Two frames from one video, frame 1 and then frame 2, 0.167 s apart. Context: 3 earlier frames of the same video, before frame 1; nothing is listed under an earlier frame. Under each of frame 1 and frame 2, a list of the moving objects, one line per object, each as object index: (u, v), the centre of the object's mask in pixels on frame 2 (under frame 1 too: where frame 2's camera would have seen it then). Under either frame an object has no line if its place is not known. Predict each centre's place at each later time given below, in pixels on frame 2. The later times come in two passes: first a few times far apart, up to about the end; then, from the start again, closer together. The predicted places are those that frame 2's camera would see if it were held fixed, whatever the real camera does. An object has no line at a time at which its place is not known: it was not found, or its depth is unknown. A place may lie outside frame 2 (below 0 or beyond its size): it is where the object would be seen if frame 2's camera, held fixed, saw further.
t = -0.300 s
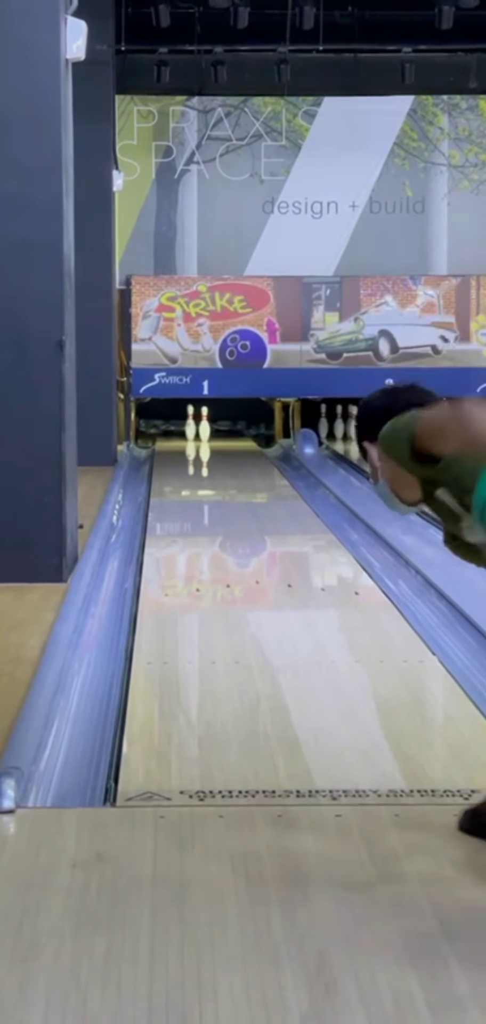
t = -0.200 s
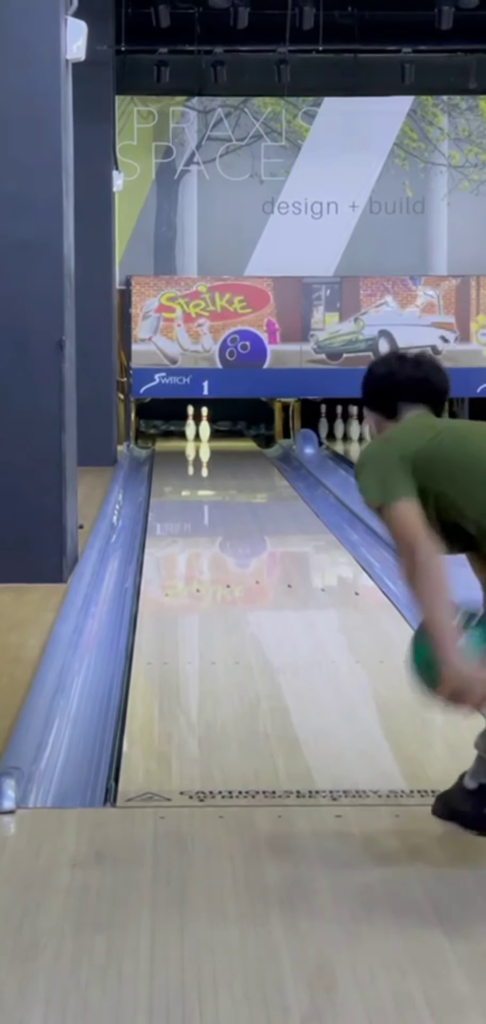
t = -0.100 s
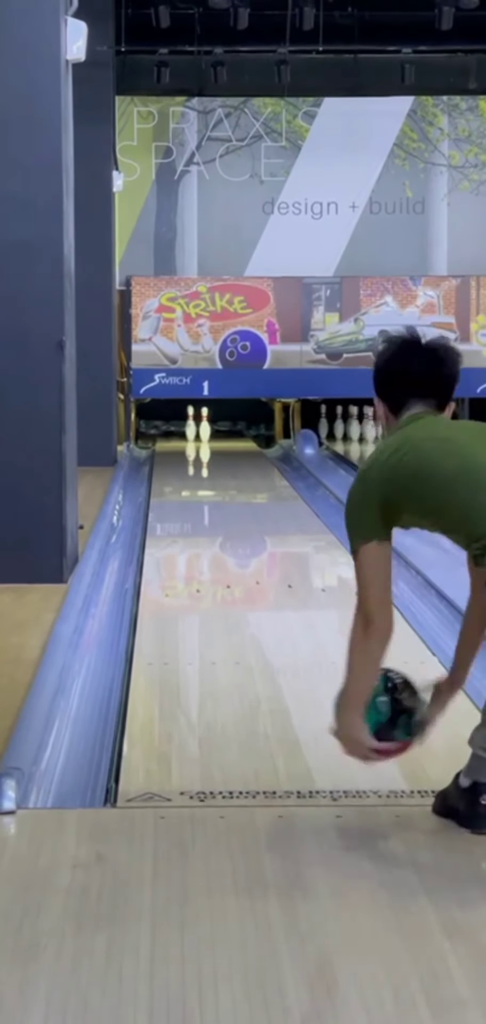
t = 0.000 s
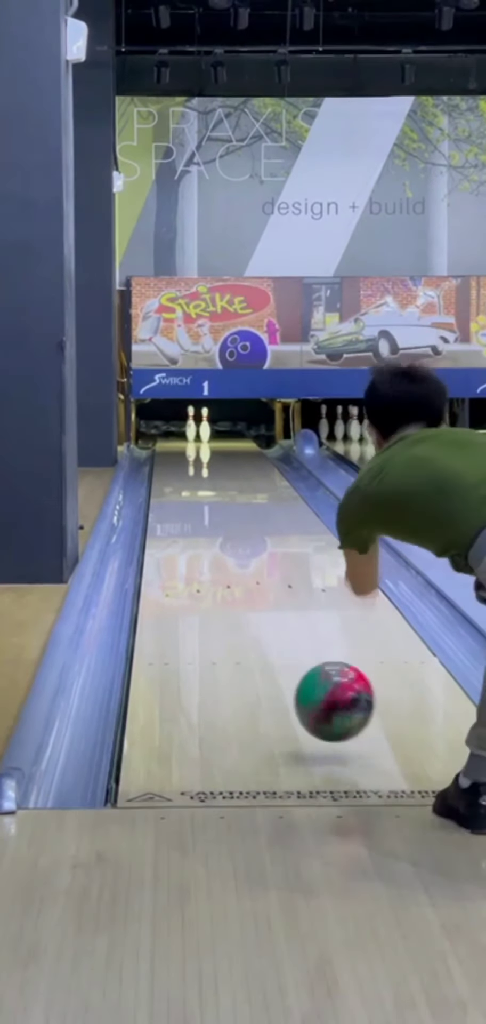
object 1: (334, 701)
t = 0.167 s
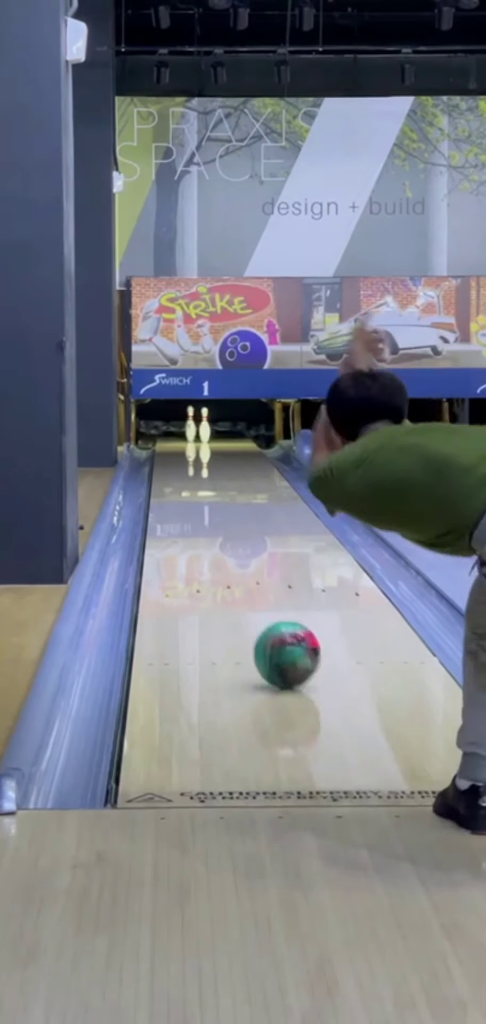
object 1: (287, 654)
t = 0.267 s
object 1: (267, 625)
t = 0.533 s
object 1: (229, 568)
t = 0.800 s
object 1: (205, 531)
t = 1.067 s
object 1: (190, 505)
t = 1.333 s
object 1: (180, 486)
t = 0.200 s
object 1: (280, 644)
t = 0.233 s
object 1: (273, 634)
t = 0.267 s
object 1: (267, 625)
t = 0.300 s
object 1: (261, 616)
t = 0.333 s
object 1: (255, 608)
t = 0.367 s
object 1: (250, 600)
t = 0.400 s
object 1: (245, 593)
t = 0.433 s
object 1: (241, 588)
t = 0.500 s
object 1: (232, 574)
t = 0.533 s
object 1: (229, 568)
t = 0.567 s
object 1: (225, 563)
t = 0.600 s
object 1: (222, 558)
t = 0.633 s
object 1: (219, 553)
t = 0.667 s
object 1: (216, 548)
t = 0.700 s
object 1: (213, 544)
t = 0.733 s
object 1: (210, 540)
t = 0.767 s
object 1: (207, 535)
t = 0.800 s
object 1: (205, 531)
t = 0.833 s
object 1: (203, 527)
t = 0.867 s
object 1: (201, 524)
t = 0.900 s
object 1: (198, 521)
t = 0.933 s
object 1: (196, 517)
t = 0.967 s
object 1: (194, 514)
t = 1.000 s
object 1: (193, 511)
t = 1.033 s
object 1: (191, 508)
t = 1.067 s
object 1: (190, 505)
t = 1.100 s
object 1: (188, 503)
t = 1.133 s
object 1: (186, 500)
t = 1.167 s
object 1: (185, 498)
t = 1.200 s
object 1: (184, 495)
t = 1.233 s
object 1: (183, 493)
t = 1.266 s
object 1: (181, 491)
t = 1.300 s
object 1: (181, 488)
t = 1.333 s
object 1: (180, 486)
